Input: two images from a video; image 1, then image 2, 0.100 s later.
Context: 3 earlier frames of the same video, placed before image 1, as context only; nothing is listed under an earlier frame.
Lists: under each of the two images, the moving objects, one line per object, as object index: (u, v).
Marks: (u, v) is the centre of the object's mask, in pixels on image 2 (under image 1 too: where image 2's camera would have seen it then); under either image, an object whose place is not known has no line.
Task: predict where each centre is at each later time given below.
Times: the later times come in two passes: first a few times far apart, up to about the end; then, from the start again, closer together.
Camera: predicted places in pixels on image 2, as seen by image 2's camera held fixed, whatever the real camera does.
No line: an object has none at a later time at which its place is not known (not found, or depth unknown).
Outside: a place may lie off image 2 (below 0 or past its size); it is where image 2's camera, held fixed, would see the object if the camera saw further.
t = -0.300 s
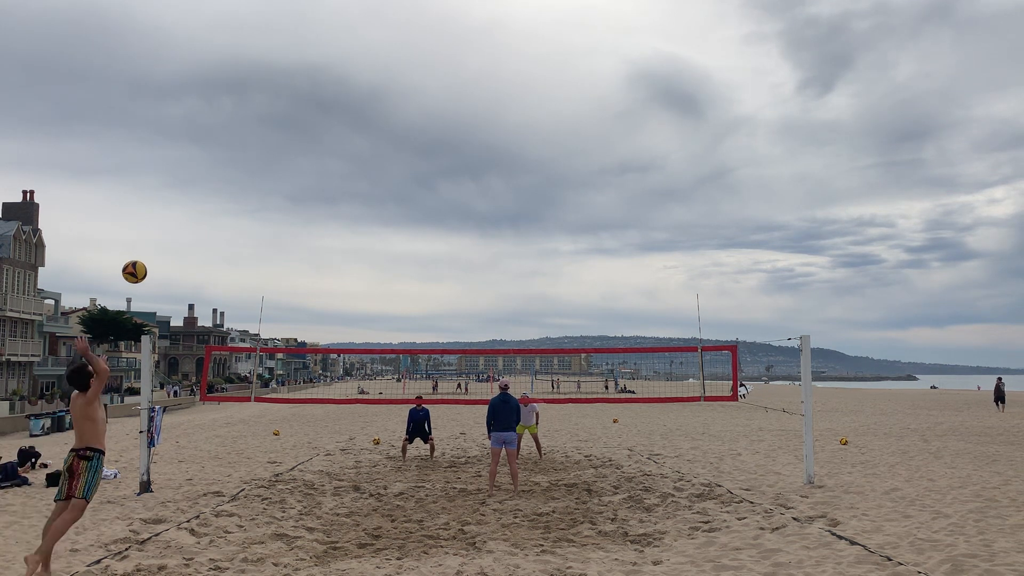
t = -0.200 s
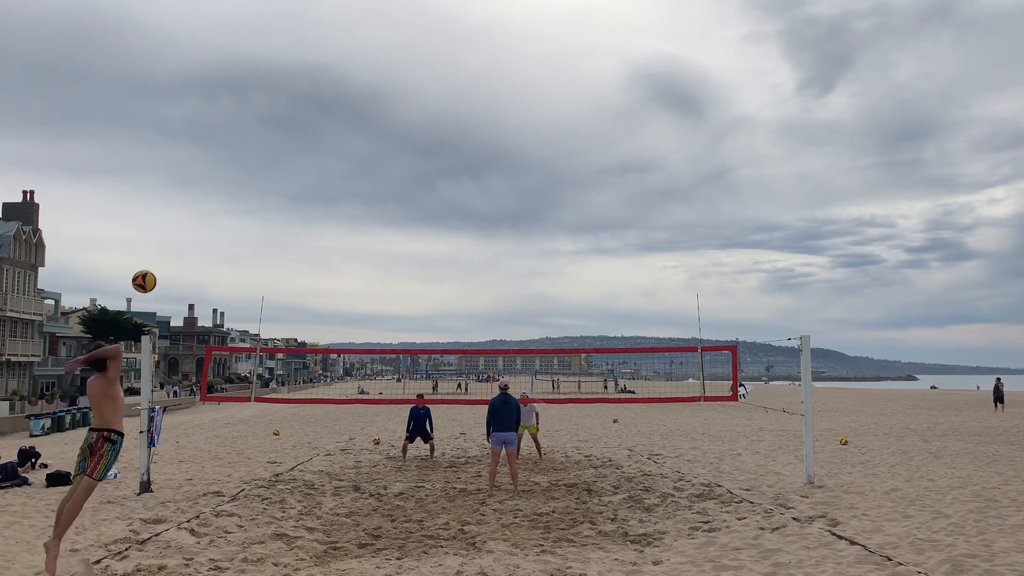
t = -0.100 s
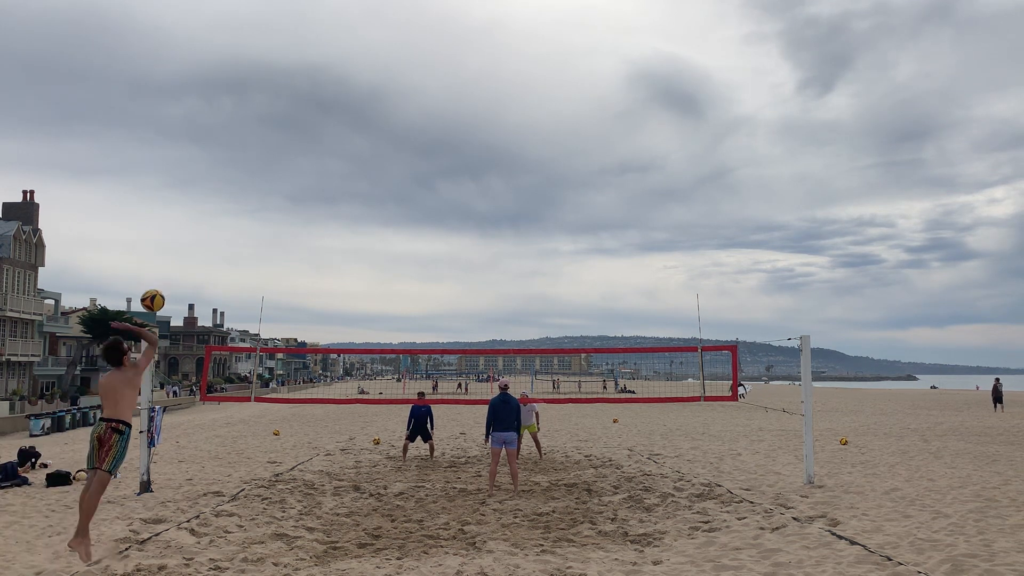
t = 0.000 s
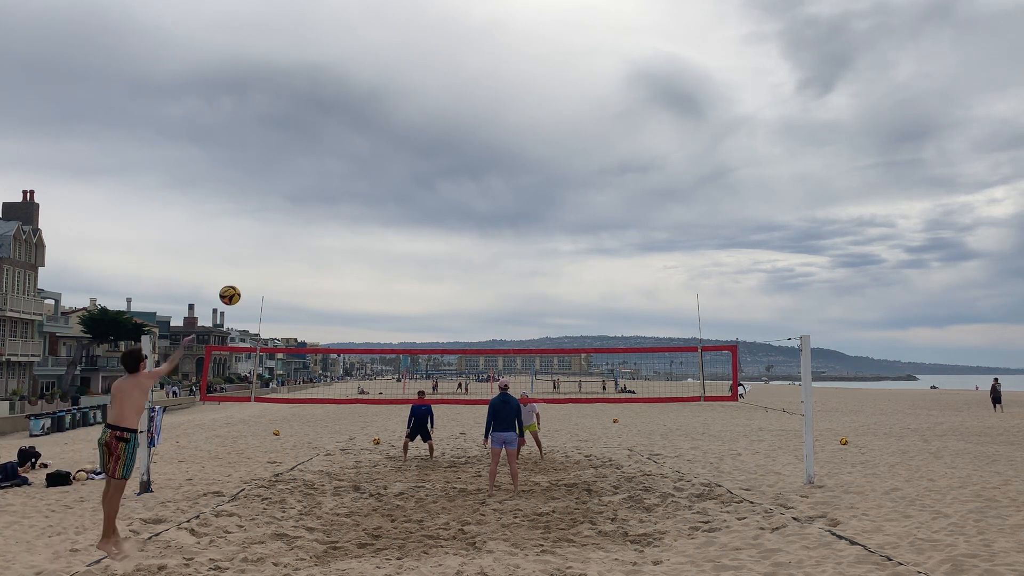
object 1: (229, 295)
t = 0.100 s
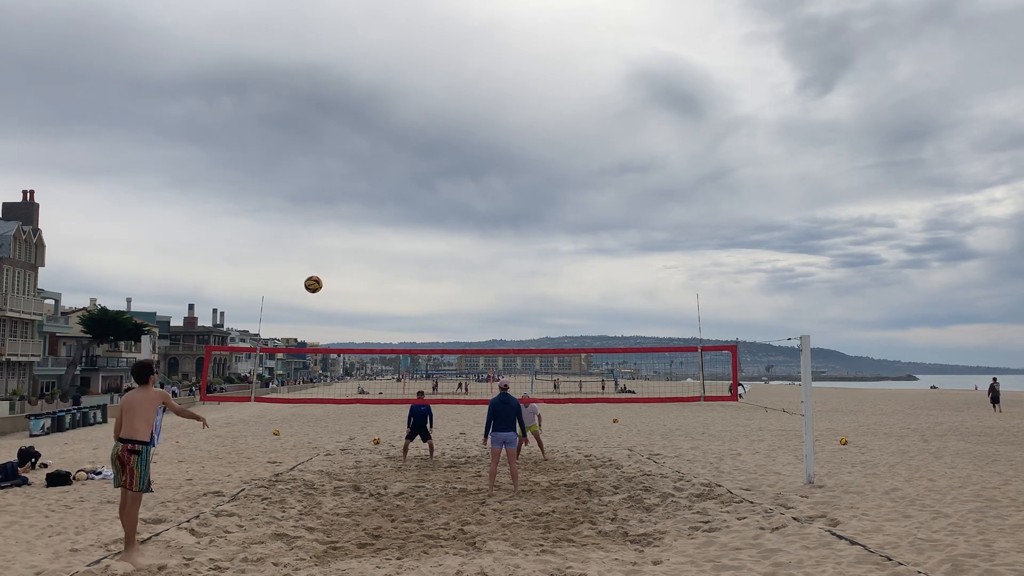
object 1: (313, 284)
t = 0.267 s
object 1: (411, 283)
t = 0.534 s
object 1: (508, 304)
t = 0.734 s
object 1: (552, 337)
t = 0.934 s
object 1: (584, 378)
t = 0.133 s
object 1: (336, 283)
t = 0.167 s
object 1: (357, 282)
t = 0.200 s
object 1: (377, 282)
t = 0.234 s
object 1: (395, 282)
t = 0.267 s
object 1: (411, 283)
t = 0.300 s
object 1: (427, 284)
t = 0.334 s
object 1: (441, 285)
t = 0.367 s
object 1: (454, 287)
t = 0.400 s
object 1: (467, 290)
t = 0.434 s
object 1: (478, 292)
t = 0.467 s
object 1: (489, 295)
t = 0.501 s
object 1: (499, 299)
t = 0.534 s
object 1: (508, 304)
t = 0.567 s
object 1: (517, 309)
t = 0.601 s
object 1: (525, 313)
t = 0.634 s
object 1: (532, 319)
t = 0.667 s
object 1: (539, 325)
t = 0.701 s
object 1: (546, 331)
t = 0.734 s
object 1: (552, 337)
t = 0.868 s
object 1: (574, 364)
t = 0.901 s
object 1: (579, 371)
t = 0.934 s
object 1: (584, 378)
